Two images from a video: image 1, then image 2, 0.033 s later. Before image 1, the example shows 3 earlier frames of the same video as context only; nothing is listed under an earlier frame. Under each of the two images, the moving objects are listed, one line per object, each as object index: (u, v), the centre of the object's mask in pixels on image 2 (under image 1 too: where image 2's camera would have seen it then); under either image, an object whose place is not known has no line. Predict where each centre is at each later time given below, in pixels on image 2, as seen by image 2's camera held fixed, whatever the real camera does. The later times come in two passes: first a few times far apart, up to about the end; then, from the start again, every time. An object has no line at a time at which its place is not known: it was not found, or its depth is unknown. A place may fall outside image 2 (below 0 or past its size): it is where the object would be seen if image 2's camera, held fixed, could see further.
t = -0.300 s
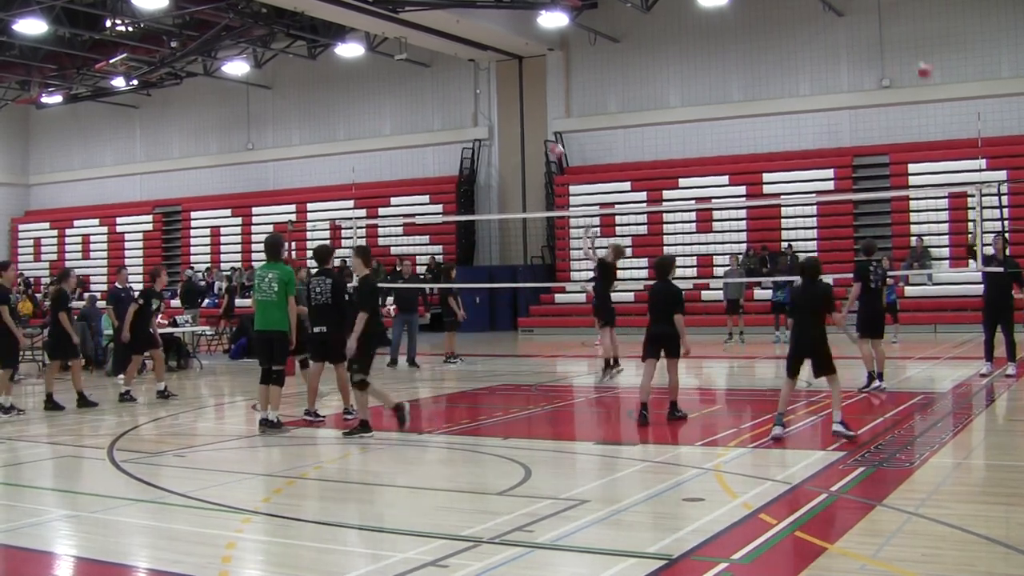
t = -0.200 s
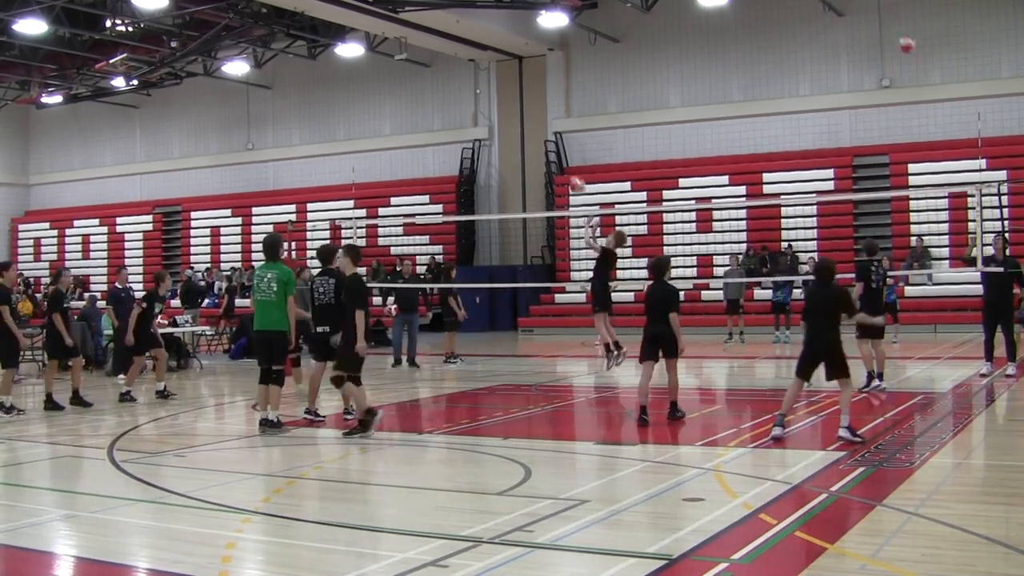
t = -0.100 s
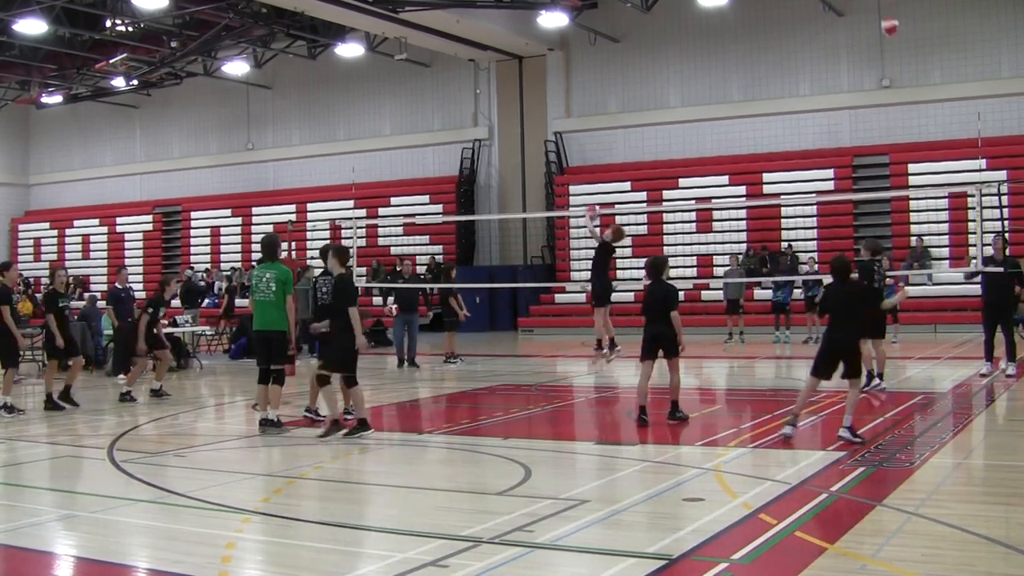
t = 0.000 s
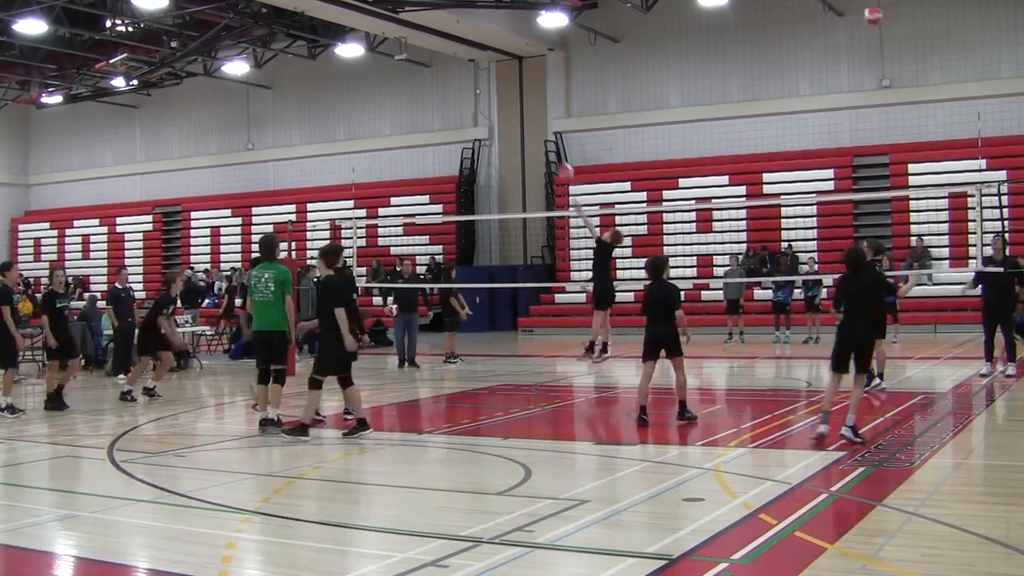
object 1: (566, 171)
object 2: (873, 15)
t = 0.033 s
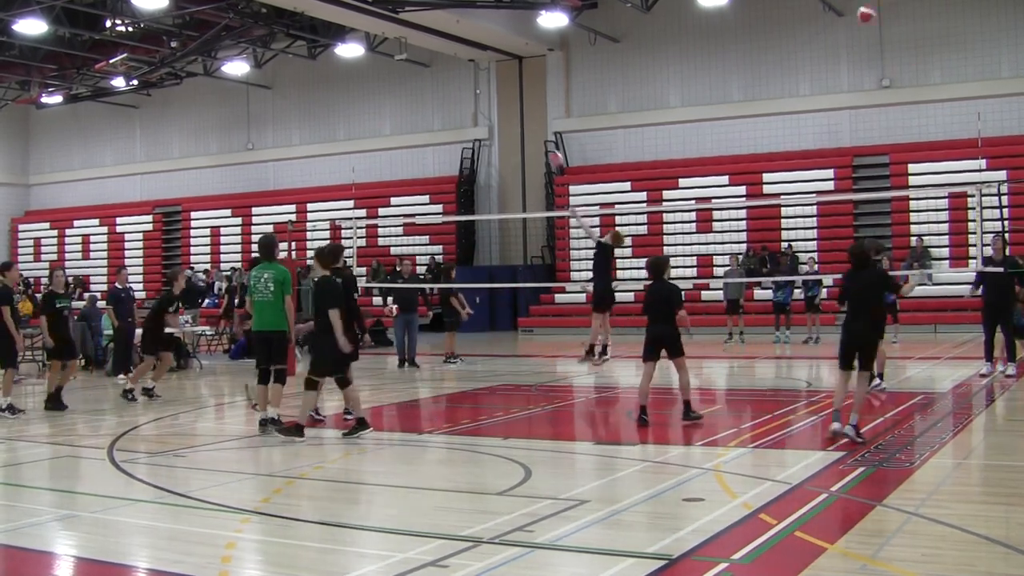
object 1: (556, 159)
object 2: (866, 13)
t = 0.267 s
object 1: (491, 97)
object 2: (824, 26)
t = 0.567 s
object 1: (415, 82)
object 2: (768, 118)
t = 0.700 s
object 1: (385, 95)
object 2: (743, 189)
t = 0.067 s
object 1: (547, 146)
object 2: (860, 12)
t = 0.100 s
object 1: (538, 136)
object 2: (854, 12)
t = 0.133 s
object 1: (528, 127)
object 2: (848, 13)
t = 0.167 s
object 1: (518, 118)
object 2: (842, 15)
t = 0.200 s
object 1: (509, 109)
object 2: (836, 18)
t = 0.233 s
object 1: (500, 102)
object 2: (830, 22)
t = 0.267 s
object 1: (491, 97)
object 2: (824, 26)
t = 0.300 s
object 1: (482, 92)
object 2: (818, 31)
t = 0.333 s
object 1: (474, 88)
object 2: (812, 39)
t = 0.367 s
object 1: (464, 84)
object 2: (806, 47)
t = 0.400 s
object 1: (457, 83)
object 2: (799, 55)
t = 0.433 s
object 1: (447, 81)
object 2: (793, 65)
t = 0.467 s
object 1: (440, 80)
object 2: (787, 77)
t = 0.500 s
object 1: (431, 80)
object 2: (781, 91)
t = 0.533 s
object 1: (423, 81)
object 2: (774, 104)
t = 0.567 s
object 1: (415, 82)
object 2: (768, 118)
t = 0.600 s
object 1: (407, 84)
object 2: (762, 134)
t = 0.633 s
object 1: (400, 87)
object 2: (755, 151)
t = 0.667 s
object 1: (392, 91)
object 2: (749, 168)
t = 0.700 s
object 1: (385, 95)
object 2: (743, 189)
